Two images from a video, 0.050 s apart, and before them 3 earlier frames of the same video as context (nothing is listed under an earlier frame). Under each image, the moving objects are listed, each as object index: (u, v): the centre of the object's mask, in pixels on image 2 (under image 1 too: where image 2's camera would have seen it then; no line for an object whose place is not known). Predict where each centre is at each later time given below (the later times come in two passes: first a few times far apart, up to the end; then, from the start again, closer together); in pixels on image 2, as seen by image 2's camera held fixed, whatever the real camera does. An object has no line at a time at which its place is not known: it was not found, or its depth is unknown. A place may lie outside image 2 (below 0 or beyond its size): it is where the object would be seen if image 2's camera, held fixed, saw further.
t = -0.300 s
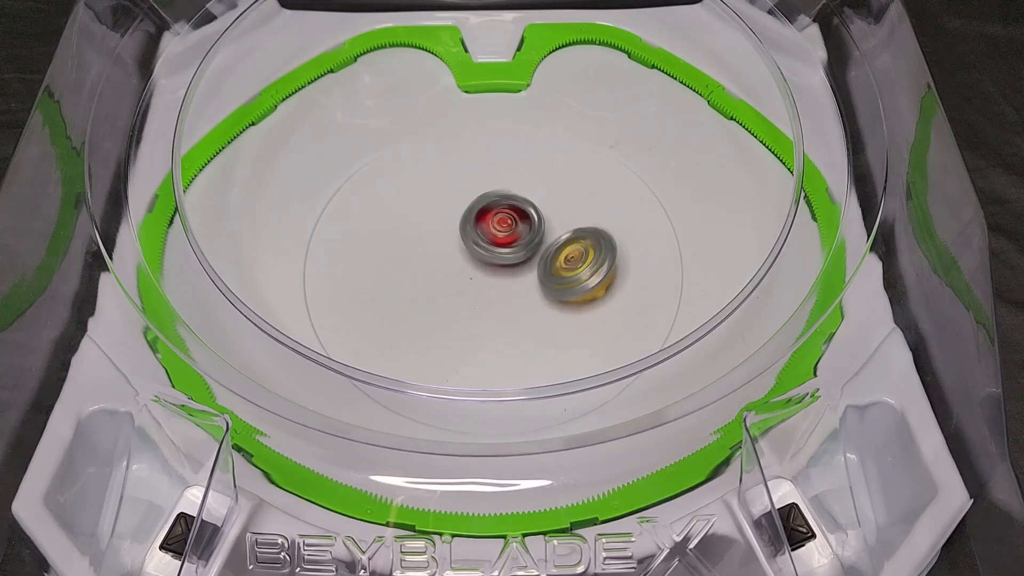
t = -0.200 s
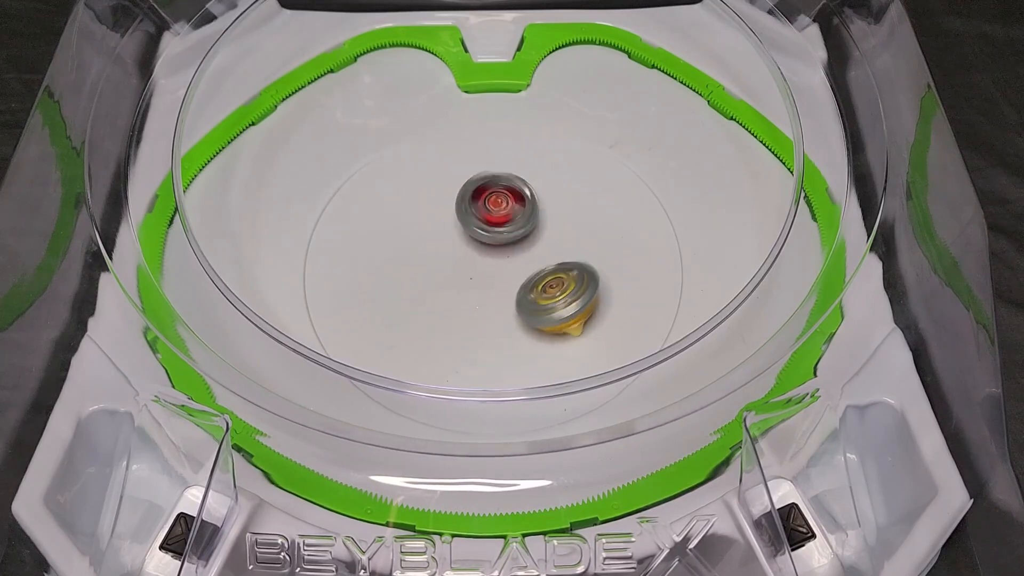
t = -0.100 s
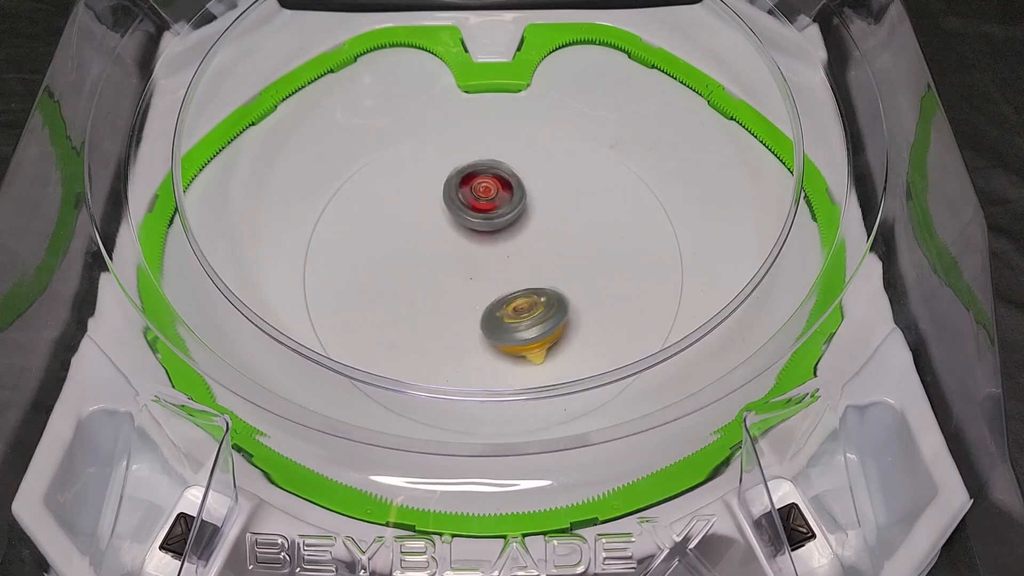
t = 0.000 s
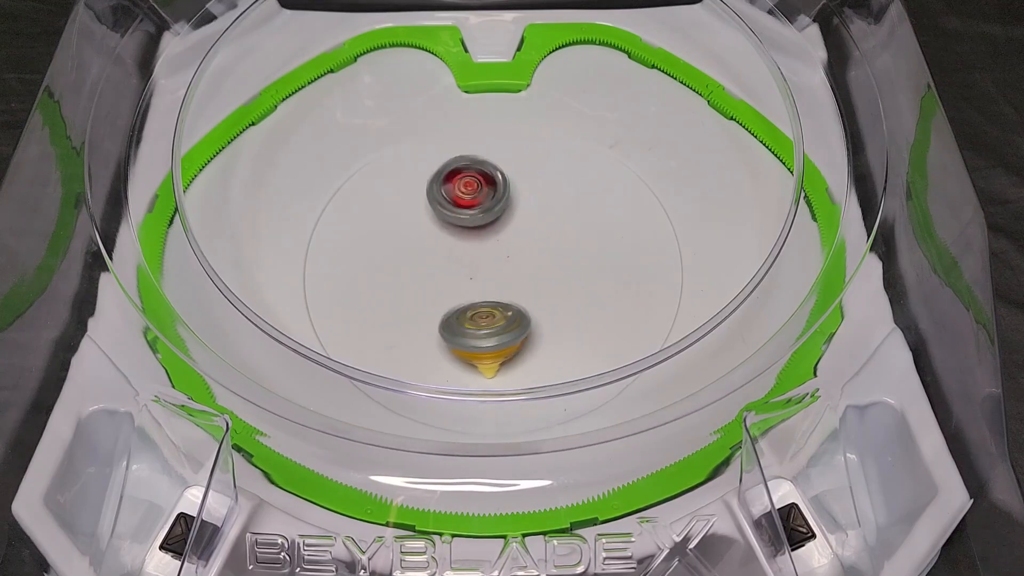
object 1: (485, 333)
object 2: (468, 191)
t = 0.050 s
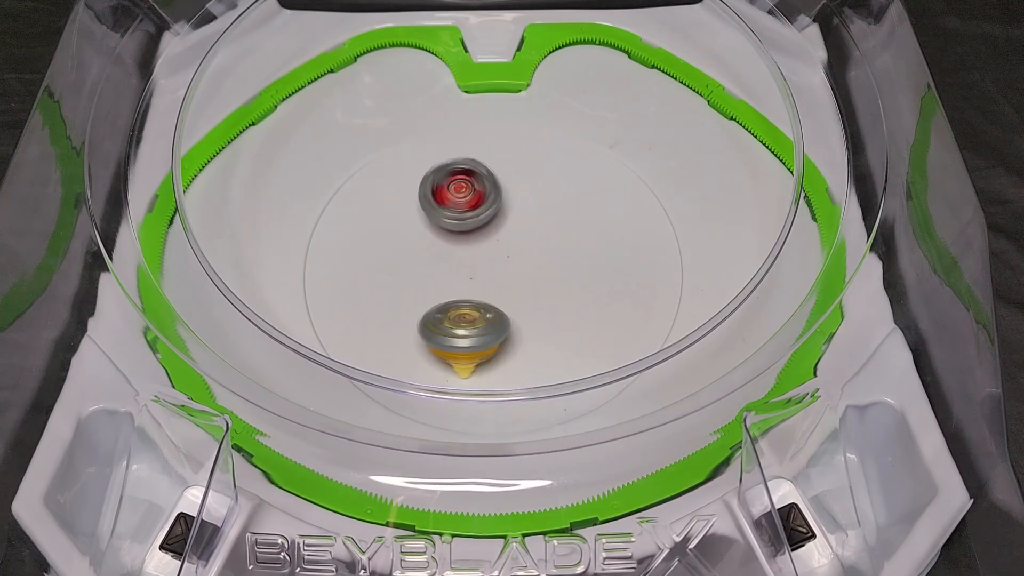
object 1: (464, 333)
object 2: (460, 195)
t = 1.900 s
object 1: (401, 294)
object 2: (509, 218)
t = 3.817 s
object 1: (415, 189)
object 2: (484, 234)
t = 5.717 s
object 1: (543, 186)
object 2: (484, 255)
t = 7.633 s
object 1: (487, 309)
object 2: (473, 233)
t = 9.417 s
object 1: (399, 181)
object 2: (498, 241)
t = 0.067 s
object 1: (458, 332)
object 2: (458, 197)
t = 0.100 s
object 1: (445, 330)
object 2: (454, 202)
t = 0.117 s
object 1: (438, 328)
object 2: (453, 204)
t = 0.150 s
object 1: (425, 322)
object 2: (452, 211)
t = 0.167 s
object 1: (420, 319)
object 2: (452, 214)
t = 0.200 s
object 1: (409, 313)
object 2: (453, 220)
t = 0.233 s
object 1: (400, 305)
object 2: (455, 227)
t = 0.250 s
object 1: (396, 300)
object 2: (456, 230)
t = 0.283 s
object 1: (389, 290)
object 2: (460, 236)
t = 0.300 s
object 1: (387, 285)
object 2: (462, 240)
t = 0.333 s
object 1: (381, 275)
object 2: (467, 245)
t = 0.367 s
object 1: (378, 264)
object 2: (473, 250)
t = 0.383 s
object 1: (377, 258)
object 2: (476, 252)
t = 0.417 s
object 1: (376, 246)
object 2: (482, 257)
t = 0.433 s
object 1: (377, 241)
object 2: (485, 258)
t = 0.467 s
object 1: (378, 230)
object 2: (491, 260)
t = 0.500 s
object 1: (382, 219)
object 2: (497, 262)
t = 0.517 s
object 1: (384, 214)
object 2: (500, 262)
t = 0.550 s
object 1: (390, 203)
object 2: (505, 263)
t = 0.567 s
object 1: (394, 199)
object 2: (508, 263)
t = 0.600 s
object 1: (401, 190)
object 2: (512, 262)
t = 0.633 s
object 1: (409, 182)
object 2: (516, 261)
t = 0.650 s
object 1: (414, 179)
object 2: (518, 260)
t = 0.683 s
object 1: (424, 173)
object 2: (522, 256)
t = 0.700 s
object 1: (429, 170)
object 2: (522, 255)
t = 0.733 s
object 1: (440, 166)
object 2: (522, 250)
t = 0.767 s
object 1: (451, 162)
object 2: (521, 247)
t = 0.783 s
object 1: (456, 160)
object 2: (520, 244)
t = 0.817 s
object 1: (468, 158)
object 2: (516, 240)
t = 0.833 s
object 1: (474, 158)
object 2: (514, 238)
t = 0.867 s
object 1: (486, 157)
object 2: (508, 234)
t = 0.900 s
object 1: (497, 157)
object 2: (501, 231)
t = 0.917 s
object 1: (503, 157)
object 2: (497, 229)
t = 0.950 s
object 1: (514, 159)
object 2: (491, 227)
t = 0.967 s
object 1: (520, 161)
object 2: (487, 227)
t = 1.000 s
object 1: (531, 166)
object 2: (480, 225)
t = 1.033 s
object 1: (540, 172)
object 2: (474, 224)
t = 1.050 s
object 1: (545, 175)
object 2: (470, 224)
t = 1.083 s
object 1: (554, 181)
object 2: (463, 224)
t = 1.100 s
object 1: (559, 184)
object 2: (460, 224)
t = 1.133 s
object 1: (567, 192)
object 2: (454, 225)
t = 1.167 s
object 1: (574, 202)
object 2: (448, 226)
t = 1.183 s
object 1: (576, 207)
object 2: (446, 226)
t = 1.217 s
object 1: (581, 217)
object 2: (442, 228)
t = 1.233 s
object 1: (583, 222)
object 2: (441, 229)
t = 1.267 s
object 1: (586, 233)
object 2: (438, 231)
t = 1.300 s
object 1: (587, 244)
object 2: (436, 233)
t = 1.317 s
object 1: (587, 250)
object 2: (436, 234)
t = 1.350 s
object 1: (584, 261)
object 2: (435, 236)
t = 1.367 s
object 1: (583, 266)
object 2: (435, 237)
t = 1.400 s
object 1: (578, 276)
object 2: (437, 239)
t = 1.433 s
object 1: (573, 287)
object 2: (439, 241)
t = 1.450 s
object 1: (569, 292)
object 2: (441, 242)
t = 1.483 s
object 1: (559, 301)
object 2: (445, 243)
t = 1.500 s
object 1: (554, 305)
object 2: (448, 244)
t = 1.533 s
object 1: (543, 313)
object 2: (453, 244)
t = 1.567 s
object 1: (531, 318)
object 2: (460, 244)
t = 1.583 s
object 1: (525, 321)
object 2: (463, 243)
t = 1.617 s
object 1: (512, 325)
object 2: (470, 242)
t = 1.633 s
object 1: (504, 326)
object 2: (474, 241)
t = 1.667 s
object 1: (489, 328)
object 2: (480, 239)
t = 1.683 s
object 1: (482, 328)
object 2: (484, 237)
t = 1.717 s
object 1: (467, 326)
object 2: (490, 234)
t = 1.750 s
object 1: (453, 324)
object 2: (494, 231)
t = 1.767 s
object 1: (447, 321)
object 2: (497, 230)
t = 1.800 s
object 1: (434, 317)
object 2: (501, 227)
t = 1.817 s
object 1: (427, 314)
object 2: (503, 225)
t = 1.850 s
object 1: (416, 307)
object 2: (506, 222)
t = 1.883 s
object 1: (405, 298)
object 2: (508, 220)
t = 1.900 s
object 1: (401, 294)
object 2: (509, 218)
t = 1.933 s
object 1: (394, 284)
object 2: (510, 216)
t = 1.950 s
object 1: (391, 278)
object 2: (511, 215)
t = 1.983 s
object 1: (386, 268)
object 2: (512, 213)
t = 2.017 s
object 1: (383, 257)
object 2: (511, 211)
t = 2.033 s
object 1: (382, 252)
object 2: (510, 210)
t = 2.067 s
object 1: (382, 241)
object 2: (508, 209)
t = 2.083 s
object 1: (382, 235)
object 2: (507, 209)
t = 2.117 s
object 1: (385, 225)
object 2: (504, 209)
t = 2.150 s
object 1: (389, 215)
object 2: (501, 210)
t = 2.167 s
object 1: (392, 210)
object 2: (498, 211)
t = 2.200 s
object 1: (399, 201)
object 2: (494, 213)
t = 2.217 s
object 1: (402, 197)
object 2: (492, 215)
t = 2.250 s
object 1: (410, 190)
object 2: (488, 218)
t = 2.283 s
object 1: (417, 182)
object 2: (485, 222)
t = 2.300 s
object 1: (422, 179)
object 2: (482, 225)
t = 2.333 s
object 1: (432, 173)
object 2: (478, 229)
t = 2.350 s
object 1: (438, 171)
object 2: (477, 232)
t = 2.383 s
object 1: (450, 167)
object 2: (474, 237)
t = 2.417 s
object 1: (462, 165)
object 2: (472, 241)
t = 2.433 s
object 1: (468, 164)
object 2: (471, 243)
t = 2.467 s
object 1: (480, 161)
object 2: (469, 247)
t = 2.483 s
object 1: (486, 162)
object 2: (468, 249)
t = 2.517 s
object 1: (498, 163)
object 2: (467, 253)
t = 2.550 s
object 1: (510, 165)
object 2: (467, 256)
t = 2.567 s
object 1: (515, 166)
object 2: (466, 258)
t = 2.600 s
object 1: (527, 169)
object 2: (466, 260)
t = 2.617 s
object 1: (532, 171)
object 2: (467, 261)
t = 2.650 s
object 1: (542, 176)
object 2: (467, 263)
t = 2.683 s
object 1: (552, 182)
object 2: (468, 265)
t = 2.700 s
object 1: (557, 185)
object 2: (468, 266)
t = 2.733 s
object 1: (565, 193)
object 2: (470, 266)
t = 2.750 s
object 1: (569, 197)
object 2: (471, 266)
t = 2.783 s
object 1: (575, 206)
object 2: (473, 265)
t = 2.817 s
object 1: (580, 216)
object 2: (475, 263)
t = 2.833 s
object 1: (581, 222)
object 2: (476, 262)
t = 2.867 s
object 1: (584, 232)
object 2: (478, 258)
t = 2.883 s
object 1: (584, 237)
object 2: (479, 256)
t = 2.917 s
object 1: (584, 248)
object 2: (480, 252)
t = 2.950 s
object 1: (581, 258)
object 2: (480, 248)
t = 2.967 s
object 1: (579, 264)
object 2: (481, 246)
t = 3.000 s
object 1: (574, 274)
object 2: (481, 243)
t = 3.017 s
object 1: (571, 279)
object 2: (481, 240)
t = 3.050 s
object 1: (564, 288)
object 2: (482, 236)
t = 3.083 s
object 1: (555, 297)
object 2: (482, 232)
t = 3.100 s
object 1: (549, 301)
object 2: (483, 229)
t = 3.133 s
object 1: (538, 308)
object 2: (482, 226)
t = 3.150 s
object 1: (531, 311)
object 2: (482, 224)
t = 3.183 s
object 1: (518, 316)
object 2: (483, 220)
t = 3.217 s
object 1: (504, 320)
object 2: (482, 216)
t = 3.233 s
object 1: (497, 320)
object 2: (483, 215)
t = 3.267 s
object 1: (482, 321)
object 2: (482, 212)
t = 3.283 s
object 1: (475, 321)
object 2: (482, 211)
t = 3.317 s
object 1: (461, 319)
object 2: (483, 209)
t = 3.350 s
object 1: (447, 315)
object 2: (482, 207)
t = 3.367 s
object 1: (441, 313)
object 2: (483, 206)
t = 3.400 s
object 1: (429, 307)
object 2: (482, 206)
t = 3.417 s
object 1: (423, 303)
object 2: (482, 205)
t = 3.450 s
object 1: (412, 295)
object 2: (482, 206)
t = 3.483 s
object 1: (404, 287)
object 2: (482, 206)
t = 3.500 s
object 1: (400, 282)
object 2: (482, 207)
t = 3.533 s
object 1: (395, 272)
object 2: (482, 208)
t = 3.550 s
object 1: (392, 267)
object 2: (481, 209)
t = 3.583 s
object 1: (389, 257)
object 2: (482, 211)
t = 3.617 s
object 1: (388, 246)
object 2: (482, 213)
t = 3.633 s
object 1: (388, 241)
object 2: (482, 214)
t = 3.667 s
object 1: (389, 230)
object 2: (482, 217)
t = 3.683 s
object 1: (391, 225)
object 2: (482, 219)
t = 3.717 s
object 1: (395, 215)
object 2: (483, 222)
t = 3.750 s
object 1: (400, 205)
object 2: (483, 226)
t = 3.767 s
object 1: (404, 201)
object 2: (483, 228)
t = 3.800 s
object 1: (411, 193)
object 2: (484, 233)
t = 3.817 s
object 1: (415, 189)
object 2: (484, 234)
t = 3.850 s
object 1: (424, 182)
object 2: (486, 239)
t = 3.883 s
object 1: (434, 177)
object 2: (486, 243)
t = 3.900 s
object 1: (440, 174)
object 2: (487, 245)
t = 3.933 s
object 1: (451, 169)
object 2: (489, 249)
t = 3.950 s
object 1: (457, 167)
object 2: (489, 251)
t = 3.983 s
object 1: (469, 165)
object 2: (492, 254)
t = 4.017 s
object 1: (481, 163)
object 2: (494, 256)
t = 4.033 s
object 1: (487, 163)
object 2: (495, 257)
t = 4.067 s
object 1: (499, 163)
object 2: (497, 258)
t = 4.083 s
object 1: (504, 163)
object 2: (498, 259)
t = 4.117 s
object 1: (516, 165)
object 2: (498, 258)
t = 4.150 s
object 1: (527, 168)
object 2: (499, 258)
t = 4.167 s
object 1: (532, 170)
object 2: (499, 257)
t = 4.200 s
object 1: (542, 176)
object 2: (499, 257)
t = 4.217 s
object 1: (547, 179)
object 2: (499, 256)
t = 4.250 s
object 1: (556, 185)
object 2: (498, 254)
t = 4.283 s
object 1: (563, 193)
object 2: (498, 252)
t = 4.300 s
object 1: (566, 197)
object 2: (497, 251)
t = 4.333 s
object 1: (571, 206)
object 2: (495, 249)
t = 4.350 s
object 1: (573, 211)
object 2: (495, 247)
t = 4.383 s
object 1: (576, 221)
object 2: (493, 245)
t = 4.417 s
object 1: (577, 232)
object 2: (490, 242)
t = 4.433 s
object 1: (577, 237)
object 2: (490, 241)
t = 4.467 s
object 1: (575, 248)
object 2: (487, 239)
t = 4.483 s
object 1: (574, 253)
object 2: (485, 237)
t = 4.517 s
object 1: (570, 263)
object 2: (483, 234)
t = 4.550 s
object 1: (564, 273)
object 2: (480, 230)
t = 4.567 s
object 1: (560, 278)
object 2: (480, 228)
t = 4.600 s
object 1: (551, 287)
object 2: (478, 226)
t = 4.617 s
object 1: (546, 291)
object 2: (476, 225)
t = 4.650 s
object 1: (535, 298)
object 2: (475, 222)
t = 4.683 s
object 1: (523, 304)
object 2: (472, 220)
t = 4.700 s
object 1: (516, 307)
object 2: (471, 219)
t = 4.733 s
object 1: (502, 310)
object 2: (471, 217)
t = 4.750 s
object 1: (495, 311)
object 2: (470, 217)
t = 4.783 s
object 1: (481, 312)
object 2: (469, 214)
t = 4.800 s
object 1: (474, 312)
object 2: (469, 214)
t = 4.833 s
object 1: (460, 311)
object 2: (468, 213)
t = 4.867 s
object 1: (446, 307)
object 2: (468, 212)
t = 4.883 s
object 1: (440, 305)
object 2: (468, 212)
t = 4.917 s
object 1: (428, 299)
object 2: (468, 212)
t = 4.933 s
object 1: (422, 296)
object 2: (469, 212)
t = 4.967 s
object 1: (412, 288)
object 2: (468, 213)
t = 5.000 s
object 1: (404, 279)
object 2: (470, 213)
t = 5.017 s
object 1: (401, 275)
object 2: (470, 214)
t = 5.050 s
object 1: (395, 265)
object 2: (470, 215)
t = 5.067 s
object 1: (393, 260)
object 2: (471, 215)
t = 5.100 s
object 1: (390, 249)
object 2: (473, 218)
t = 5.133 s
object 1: (389, 239)
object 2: (473, 220)
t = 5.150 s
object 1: (389, 234)
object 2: (474, 221)
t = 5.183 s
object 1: (391, 224)
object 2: (475, 224)
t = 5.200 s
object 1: (392, 219)
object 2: (476, 225)
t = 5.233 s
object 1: (397, 209)
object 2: (478, 228)
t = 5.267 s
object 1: (403, 200)
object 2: (479, 231)
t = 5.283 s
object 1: (406, 196)
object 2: (479, 232)
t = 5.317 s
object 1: (414, 189)
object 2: (481, 235)
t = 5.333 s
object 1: (418, 185)
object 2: (481, 237)
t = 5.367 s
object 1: (428, 179)
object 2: (482, 239)
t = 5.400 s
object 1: (438, 174)
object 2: (483, 242)
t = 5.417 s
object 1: (444, 172)
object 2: (483, 243)
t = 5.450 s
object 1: (456, 169)
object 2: (484, 246)
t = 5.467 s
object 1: (461, 168)
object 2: (485, 248)
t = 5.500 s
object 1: (473, 166)
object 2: (484, 250)
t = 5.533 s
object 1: (485, 165)
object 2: (486, 251)
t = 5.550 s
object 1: (491, 165)
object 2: (485, 253)
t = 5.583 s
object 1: (502, 165)
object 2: (485, 253)
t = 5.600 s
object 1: (507, 166)
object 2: (486, 254)
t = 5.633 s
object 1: (519, 170)
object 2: (485, 256)
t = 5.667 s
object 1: (530, 177)
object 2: (485, 256)
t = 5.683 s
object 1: (534, 179)
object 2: (485, 256)
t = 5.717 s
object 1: (543, 186)
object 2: (484, 255)
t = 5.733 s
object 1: (547, 189)
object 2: (484, 255)
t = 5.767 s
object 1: (554, 197)
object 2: (484, 255)
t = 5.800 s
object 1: (559, 206)
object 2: (483, 253)
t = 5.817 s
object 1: (561, 211)
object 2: (484, 253)
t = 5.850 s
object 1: (564, 221)
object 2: (483, 252)
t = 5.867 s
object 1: (565, 225)
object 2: (482, 250)
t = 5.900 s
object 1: (565, 236)
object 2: (482, 248)
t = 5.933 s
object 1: (564, 246)
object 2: (481, 246)
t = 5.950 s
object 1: (563, 252)
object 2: (480, 244)
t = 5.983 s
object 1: (559, 263)
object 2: (480, 241)
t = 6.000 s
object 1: (556, 267)
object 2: (479, 239)
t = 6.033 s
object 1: (550, 277)
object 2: (479, 236)
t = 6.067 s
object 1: (542, 286)
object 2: (479, 234)
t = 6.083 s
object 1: (537, 290)
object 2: (478, 233)
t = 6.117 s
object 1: (527, 297)
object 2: (478, 229)
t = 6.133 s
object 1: (521, 300)
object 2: (478, 228)
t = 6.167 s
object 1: (508, 305)
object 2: (477, 226)
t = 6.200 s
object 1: (495, 309)
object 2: (477, 223)
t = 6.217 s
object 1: (488, 309)
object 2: (478, 223)
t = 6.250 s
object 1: (475, 310)
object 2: (477, 220)
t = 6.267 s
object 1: (468, 310)
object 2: (478, 219)
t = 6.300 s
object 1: (454, 308)
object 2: (478, 218)
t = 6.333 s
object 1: (442, 304)
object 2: (479, 216)
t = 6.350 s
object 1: (436, 302)
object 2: (480, 216)
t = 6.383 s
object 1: (426, 296)
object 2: (480, 215)
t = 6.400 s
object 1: (421, 293)
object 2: (480, 214)
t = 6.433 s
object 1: (412, 284)
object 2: (481, 214)
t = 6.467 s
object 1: (404, 275)
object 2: (481, 214)
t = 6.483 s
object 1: (401, 271)
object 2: (482, 214)
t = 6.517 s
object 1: (397, 261)
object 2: (483, 215)
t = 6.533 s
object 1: (396, 256)
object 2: (483, 216)
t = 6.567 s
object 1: (394, 246)
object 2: (483, 216)
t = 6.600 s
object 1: (395, 237)
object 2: (484, 218)
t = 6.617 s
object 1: (395, 232)
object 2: (484, 219)
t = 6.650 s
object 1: (399, 222)
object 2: (485, 220)
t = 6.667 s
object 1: (401, 217)
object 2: (485, 221)
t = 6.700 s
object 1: (406, 208)
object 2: (485, 223)
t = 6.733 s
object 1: (412, 200)
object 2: (486, 226)
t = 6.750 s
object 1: (416, 196)
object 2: (485, 228)
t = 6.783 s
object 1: (424, 189)
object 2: (484, 230)
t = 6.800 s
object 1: (429, 185)
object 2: (484, 231)
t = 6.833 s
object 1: (439, 180)
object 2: (484, 234)
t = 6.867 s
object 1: (450, 175)
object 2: (483, 236)
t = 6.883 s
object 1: (456, 174)
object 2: (483, 237)
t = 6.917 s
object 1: (468, 172)
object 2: (482, 240)
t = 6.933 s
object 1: (474, 172)
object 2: (482, 242)
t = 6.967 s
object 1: (486, 172)
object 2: (481, 243)
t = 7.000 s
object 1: (498, 173)
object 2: (479, 246)
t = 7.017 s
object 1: (503, 174)
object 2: (478, 247)
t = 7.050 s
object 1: (514, 178)
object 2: (478, 248)
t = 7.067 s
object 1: (519, 181)
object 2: (477, 249)
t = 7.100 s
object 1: (529, 186)
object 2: (475, 250)
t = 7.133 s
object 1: (538, 192)
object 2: (474, 251)
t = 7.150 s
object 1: (542, 195)
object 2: (472, 251)
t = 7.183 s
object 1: (549, 203)
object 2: (471, 251)
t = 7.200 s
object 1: (552, 207)
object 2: (471, 252)
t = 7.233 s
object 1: (556, 215)
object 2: (470, 252)
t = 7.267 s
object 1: (559, 225)
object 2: (469, 251)
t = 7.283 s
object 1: (561, 229)
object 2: (468, 251)
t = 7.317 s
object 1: (561, 239)
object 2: (467, 250)
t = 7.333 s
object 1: (560, 245)
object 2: (467, 250)
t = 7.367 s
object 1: (559, 255)
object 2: (465, 249)
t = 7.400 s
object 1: (555, 265)
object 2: (466, 247)
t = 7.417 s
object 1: (553, 270)
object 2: (466, 247)
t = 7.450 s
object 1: (546, 279)
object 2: (466, 246)
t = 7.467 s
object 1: (542, 283)
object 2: (465, 244)
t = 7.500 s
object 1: (533, 290)
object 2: (467, 242)
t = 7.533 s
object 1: (523, 297)
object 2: (468, 242)
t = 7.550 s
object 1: (517, 300)
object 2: (467, 241)
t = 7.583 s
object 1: (505, 304)
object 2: (470, 238)
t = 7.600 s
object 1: (499, 305)
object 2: (471, 238)
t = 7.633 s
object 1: (487, 309)
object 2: (473, 233)
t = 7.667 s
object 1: (475, 310)
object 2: (474, 227)
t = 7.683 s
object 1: (469, 309)
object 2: (475, 224)
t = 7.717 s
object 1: (456, 305)
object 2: (477, 219)
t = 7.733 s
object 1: (450, 303)
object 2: (477, 217)
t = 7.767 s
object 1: (440, 298)
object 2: (479, 211)
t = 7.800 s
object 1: (431, 291)
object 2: (480, 206)
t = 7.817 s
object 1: (427, 287)
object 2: (481, 203)
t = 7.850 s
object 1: (420, 278)
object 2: (483, 200)
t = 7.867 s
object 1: (417, 273)
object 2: (483, 199)
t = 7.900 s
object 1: (413, 264)
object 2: (483, 197)
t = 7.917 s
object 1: (411, 259)
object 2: (484, 196)
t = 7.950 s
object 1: (410, 249)
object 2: (485, 194)
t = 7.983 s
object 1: (411, 238)
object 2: (486, 193)
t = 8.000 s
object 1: (412, 233)
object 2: (487, 194)
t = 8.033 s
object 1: (414, 224)
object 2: (487, 195)
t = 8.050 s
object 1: (412, 221)
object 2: (493, 195)
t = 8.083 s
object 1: (407, 210)
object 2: (503, 198)
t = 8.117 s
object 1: (406, 204)
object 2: (512, 201)
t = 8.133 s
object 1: (407, 201)
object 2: (514, 203)
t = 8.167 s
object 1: (414, 196)
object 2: (517, 208)
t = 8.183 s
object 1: (419, 193)
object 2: (517, 210)
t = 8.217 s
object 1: (429, 190)
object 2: (515, 214)
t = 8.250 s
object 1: (440, 189)
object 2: (513, 217)
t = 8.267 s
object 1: (440, 185)
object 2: (518, 224)
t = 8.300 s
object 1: (442, 180)
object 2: (523, 226)
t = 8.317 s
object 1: (444, 180)
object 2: (526, 227)
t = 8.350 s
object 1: (450, 180)
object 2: (527, 231)
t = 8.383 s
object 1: (457, 182)
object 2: (527, 231)
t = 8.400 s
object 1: (459, 182)
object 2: (528, 234)
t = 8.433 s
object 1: (459, 171)
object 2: (534, 248)
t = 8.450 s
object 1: (459, 169)
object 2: (538, 252)
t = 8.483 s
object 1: (462, 164)
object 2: (540, 261)
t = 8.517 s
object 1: (465, 163)
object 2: (540, 268)
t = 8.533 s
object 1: (466, 165)
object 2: (539, 270)
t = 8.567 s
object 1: (469, 169)
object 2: (534, 271)
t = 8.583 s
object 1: (470, 173)
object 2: (533, 271)
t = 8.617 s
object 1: (471, 180)
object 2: (532, 269)
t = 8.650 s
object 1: (470, 188)
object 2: (529, 269)
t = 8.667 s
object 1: (469, 192)
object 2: (526, 268)
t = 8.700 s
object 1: (468, 199)
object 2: (521, 265)
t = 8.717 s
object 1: (466, 203)
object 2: (519, 264)
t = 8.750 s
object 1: (463, 210)
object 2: (516, 261)
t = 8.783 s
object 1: (456, 212)
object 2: (515, 262)
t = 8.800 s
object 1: (451, 214)
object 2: (514, 263)
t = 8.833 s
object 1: (445, 217)
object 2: (511, 262)
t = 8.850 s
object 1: (443, 218)
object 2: (509, 261)
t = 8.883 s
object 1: (436, 222)
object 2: (506, 256)
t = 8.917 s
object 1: (426, 221)
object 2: (507, 256)
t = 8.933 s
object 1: (420, 220)
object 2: (508, 255)
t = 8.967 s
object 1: (412, 219)
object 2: (507, 255)
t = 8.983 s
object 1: (409, 218)
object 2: (506, 254)
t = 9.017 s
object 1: (403, 216)
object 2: (506, 250)
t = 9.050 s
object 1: (399, 214)
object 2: (505, 246)
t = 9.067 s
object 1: (397, 213)
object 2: (504, 244)
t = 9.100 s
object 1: (394, 210)
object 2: (500, 240)
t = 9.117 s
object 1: (393, 209)
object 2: (498, 238)
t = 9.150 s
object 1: (393, 205)
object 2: (496, 235)
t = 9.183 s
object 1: (394, 203)
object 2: (491, 232)
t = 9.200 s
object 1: (395, 202)
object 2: (489, 230)
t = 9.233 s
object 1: (398, 200)
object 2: (487, 227)
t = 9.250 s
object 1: (400, 200)
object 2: (486, 225)
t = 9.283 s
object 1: (404, 199)
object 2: (483, 223)
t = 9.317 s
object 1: (400, 192)
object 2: (489, 228)
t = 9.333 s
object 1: (398, 189)
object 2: (492, 231)
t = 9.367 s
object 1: (396, 183)
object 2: (496, 236)
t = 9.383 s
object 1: (397, 182)
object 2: (498, 238)
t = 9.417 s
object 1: (399, 181)
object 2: (498, 241)
